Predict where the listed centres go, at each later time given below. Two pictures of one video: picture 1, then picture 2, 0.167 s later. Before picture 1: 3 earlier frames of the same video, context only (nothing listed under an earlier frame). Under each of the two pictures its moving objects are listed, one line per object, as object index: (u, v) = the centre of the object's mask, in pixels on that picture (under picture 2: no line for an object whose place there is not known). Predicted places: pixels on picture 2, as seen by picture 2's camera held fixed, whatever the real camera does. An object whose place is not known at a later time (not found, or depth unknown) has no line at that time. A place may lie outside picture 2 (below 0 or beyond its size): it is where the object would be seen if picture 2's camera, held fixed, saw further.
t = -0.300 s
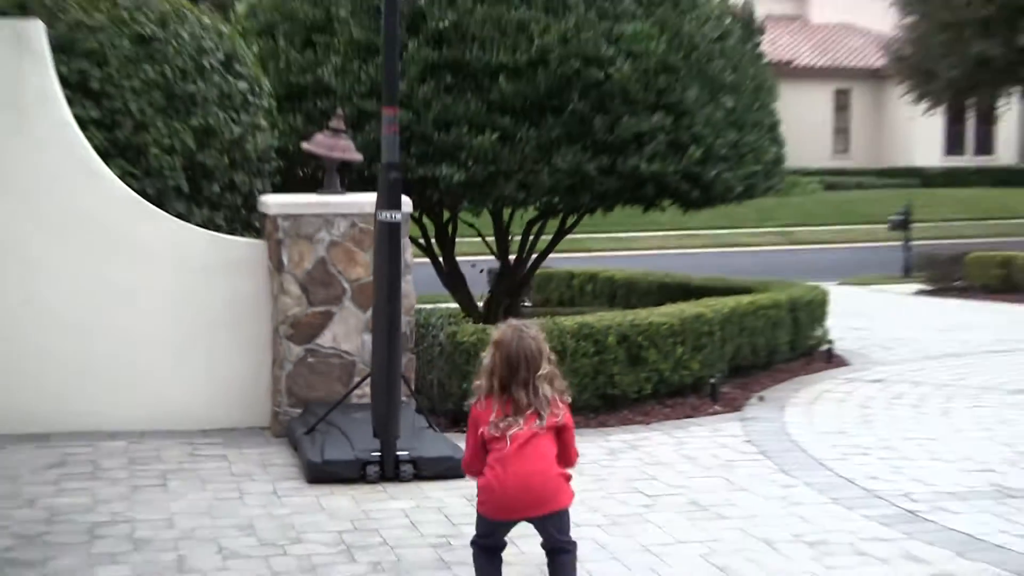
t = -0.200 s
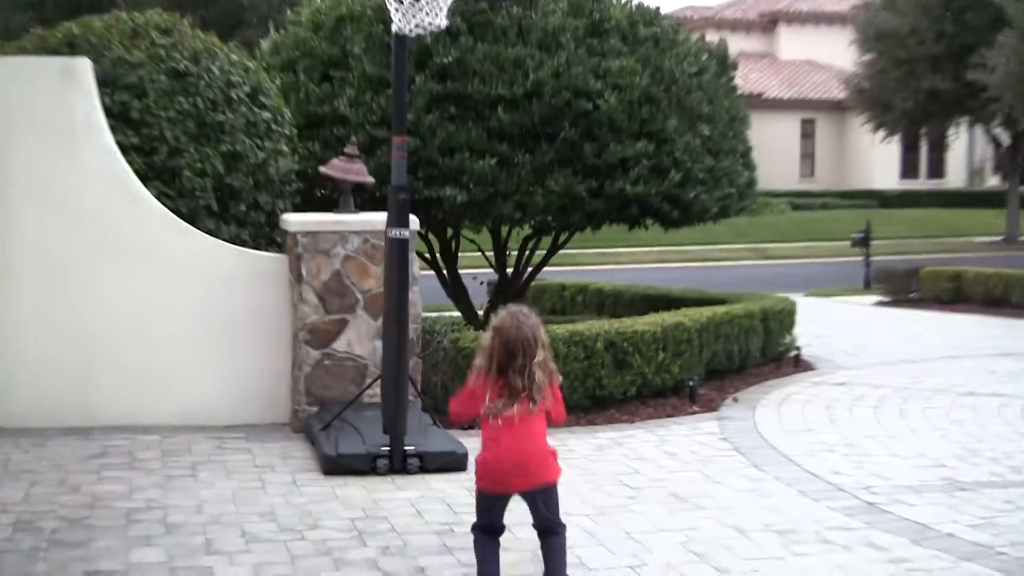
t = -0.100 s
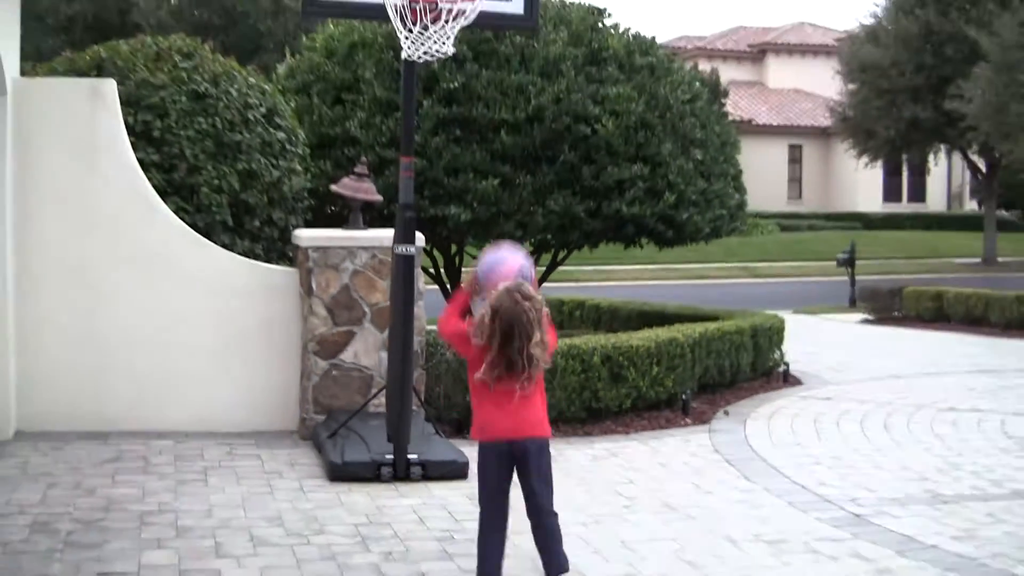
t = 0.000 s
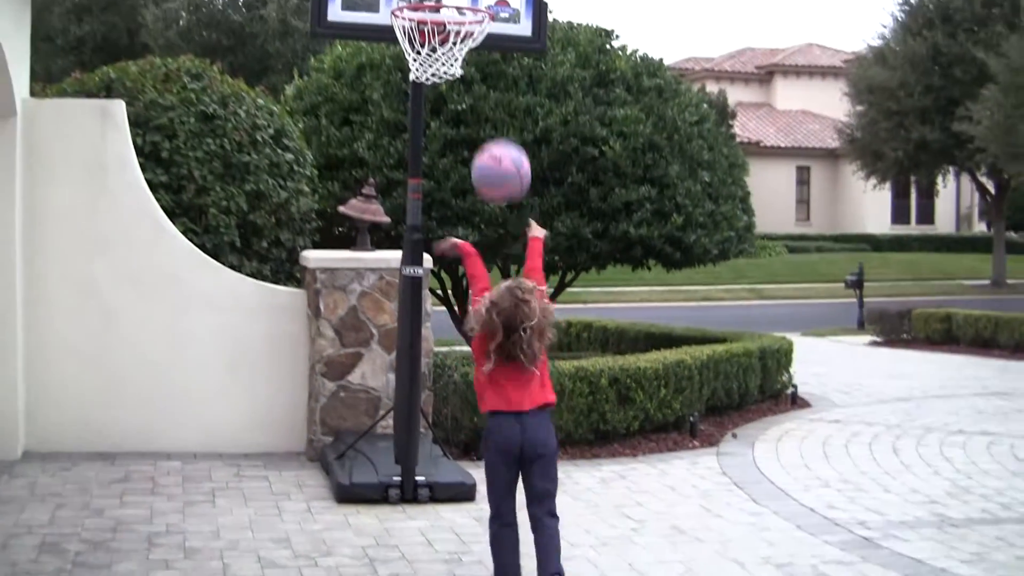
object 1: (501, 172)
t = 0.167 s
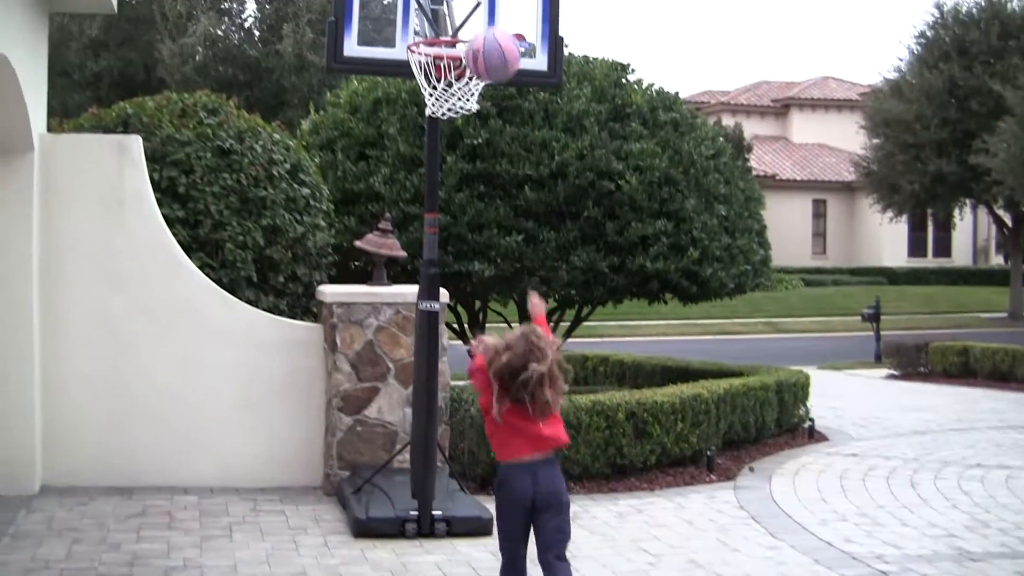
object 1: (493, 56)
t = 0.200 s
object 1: (487, 34)
